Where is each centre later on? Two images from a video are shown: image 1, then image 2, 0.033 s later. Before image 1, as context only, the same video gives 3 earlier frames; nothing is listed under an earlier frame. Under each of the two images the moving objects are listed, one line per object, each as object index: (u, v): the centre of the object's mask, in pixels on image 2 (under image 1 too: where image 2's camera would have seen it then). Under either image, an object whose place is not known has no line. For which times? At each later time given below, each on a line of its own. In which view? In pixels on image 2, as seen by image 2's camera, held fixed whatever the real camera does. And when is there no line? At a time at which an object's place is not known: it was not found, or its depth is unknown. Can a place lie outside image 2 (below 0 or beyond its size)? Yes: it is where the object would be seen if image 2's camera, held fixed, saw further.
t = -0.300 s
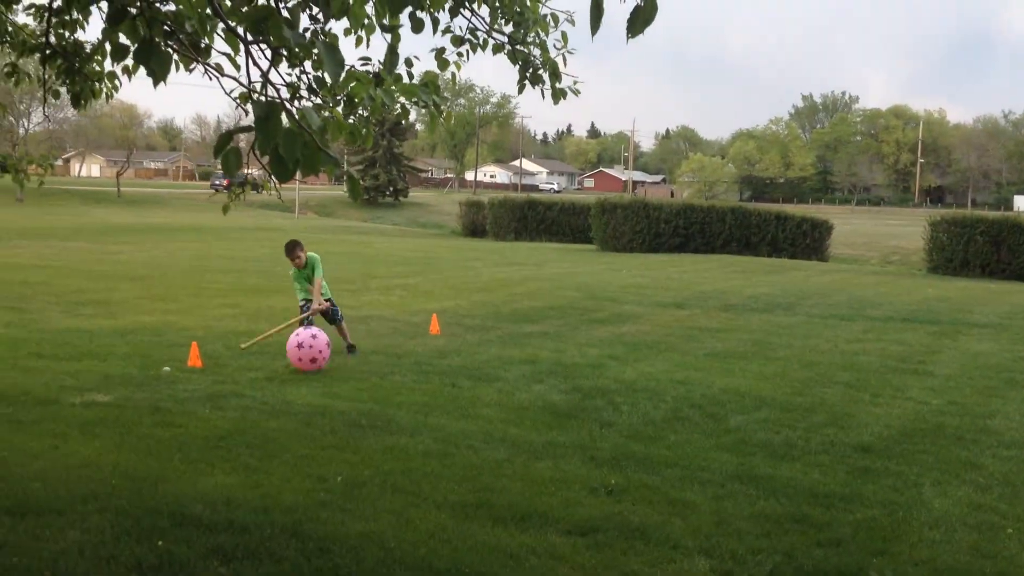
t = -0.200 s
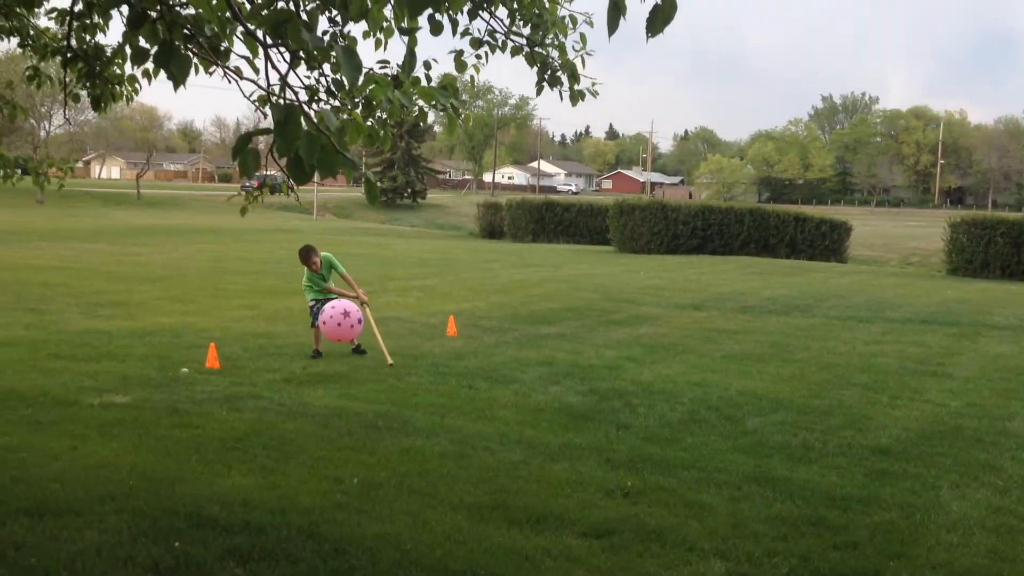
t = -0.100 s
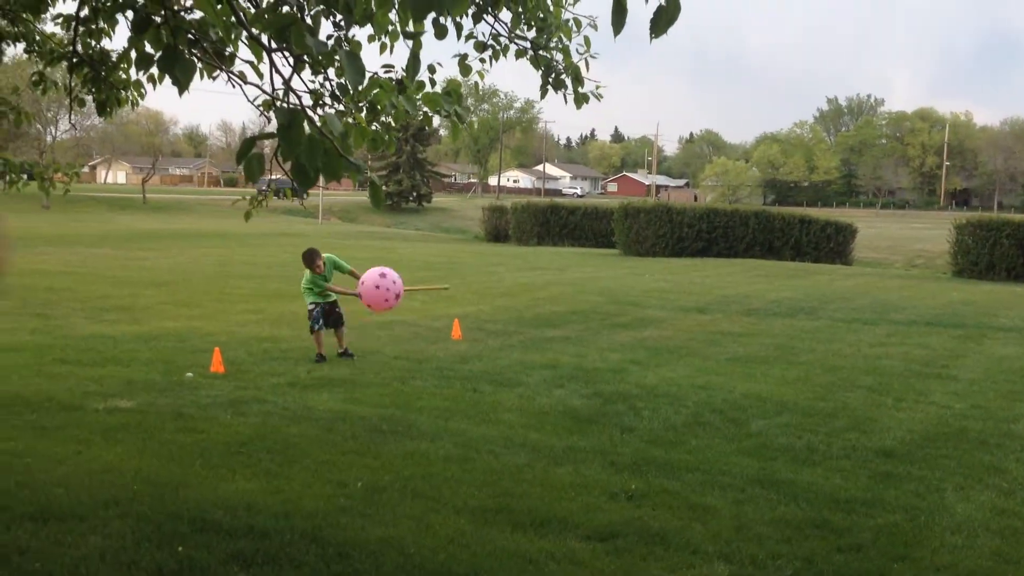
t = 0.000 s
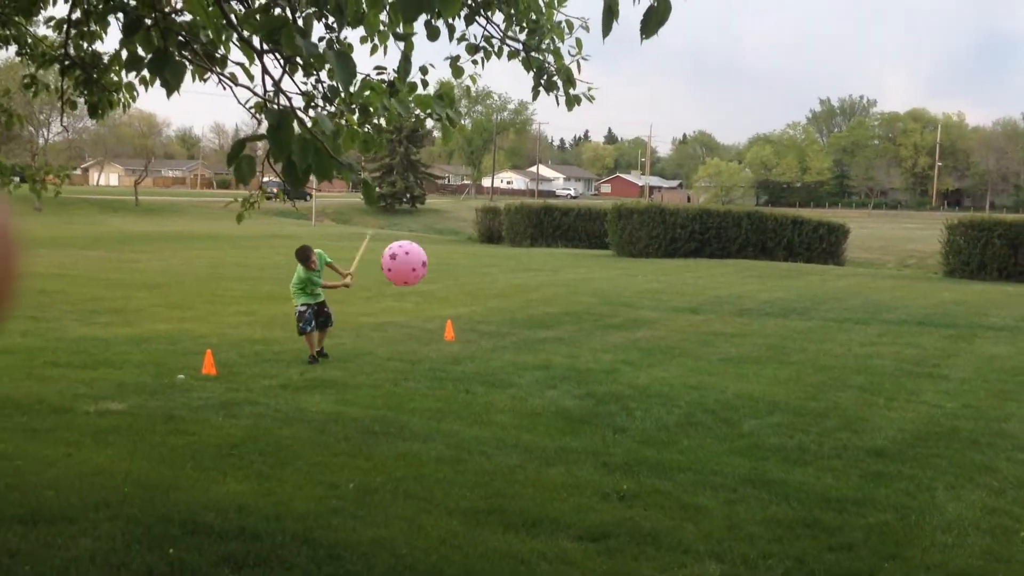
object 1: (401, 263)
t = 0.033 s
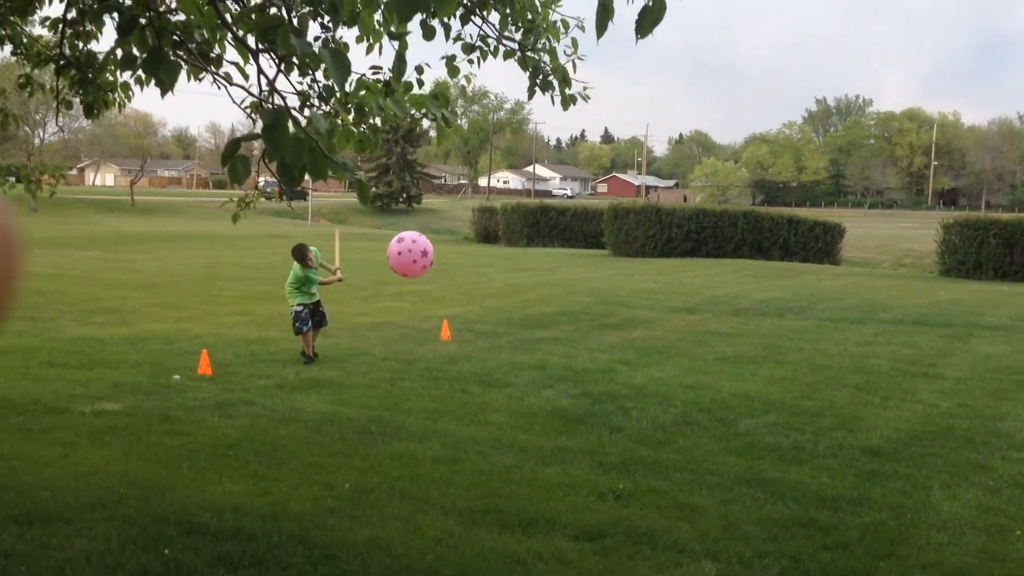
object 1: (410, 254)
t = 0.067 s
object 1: (418, 247)
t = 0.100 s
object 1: (425, 243)
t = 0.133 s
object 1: (434, 238)
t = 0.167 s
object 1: (440, 234)
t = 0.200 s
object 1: (445, 232)
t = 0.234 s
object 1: (452, 232)
